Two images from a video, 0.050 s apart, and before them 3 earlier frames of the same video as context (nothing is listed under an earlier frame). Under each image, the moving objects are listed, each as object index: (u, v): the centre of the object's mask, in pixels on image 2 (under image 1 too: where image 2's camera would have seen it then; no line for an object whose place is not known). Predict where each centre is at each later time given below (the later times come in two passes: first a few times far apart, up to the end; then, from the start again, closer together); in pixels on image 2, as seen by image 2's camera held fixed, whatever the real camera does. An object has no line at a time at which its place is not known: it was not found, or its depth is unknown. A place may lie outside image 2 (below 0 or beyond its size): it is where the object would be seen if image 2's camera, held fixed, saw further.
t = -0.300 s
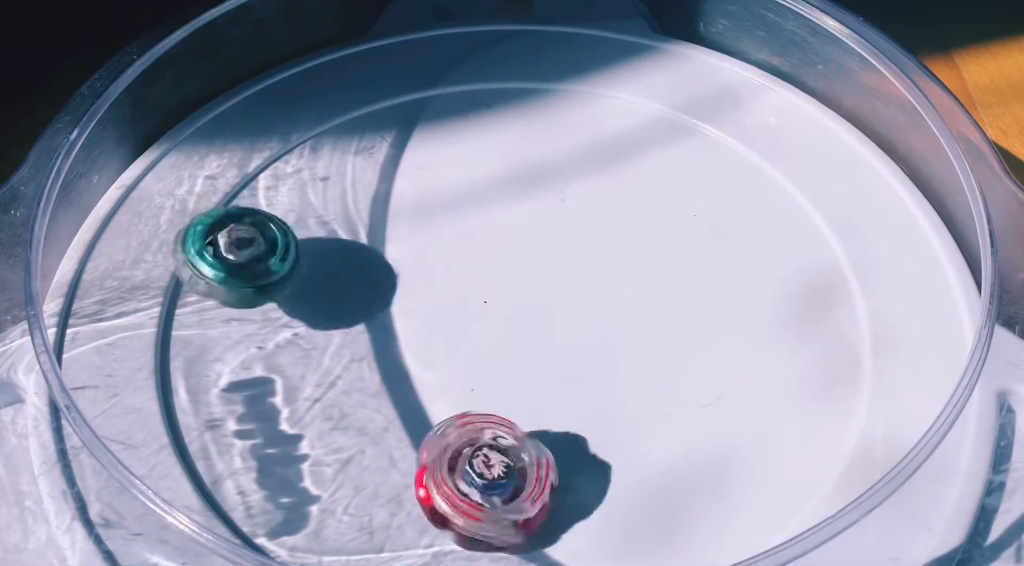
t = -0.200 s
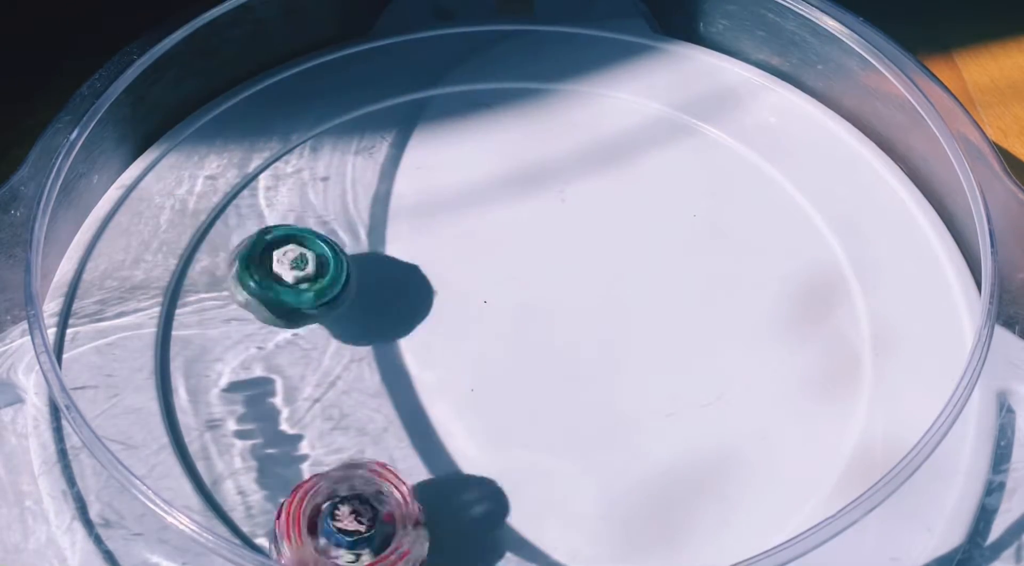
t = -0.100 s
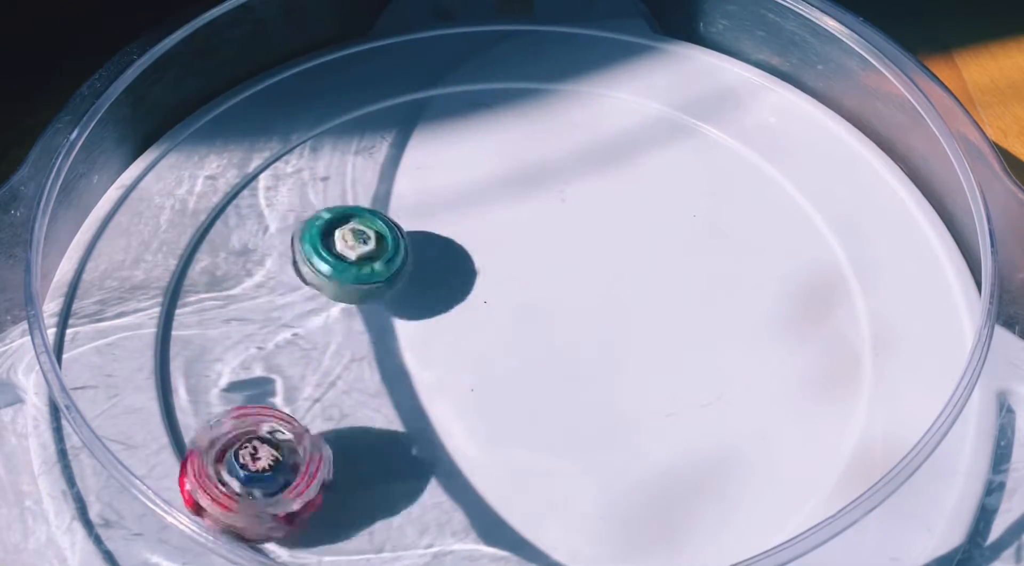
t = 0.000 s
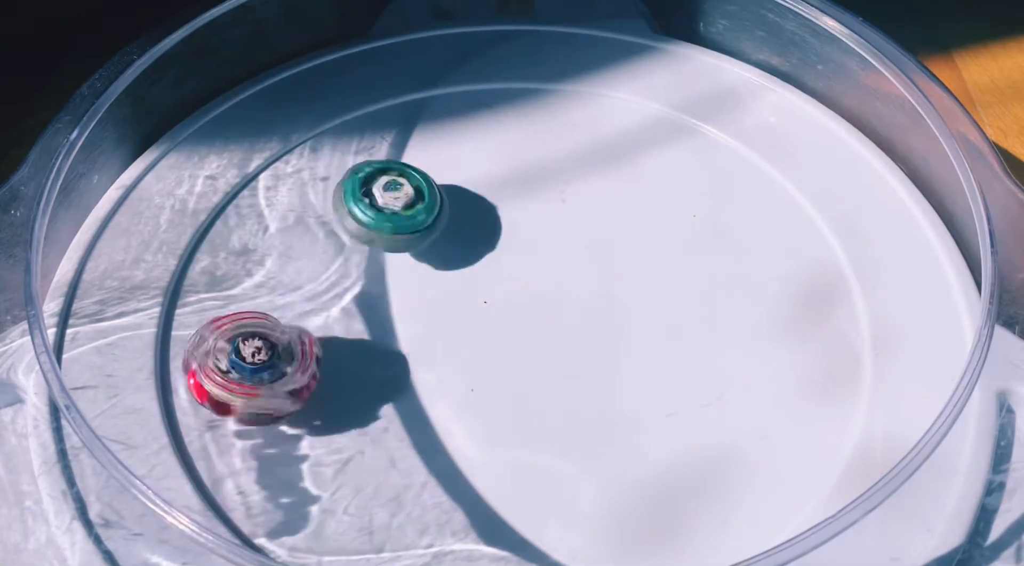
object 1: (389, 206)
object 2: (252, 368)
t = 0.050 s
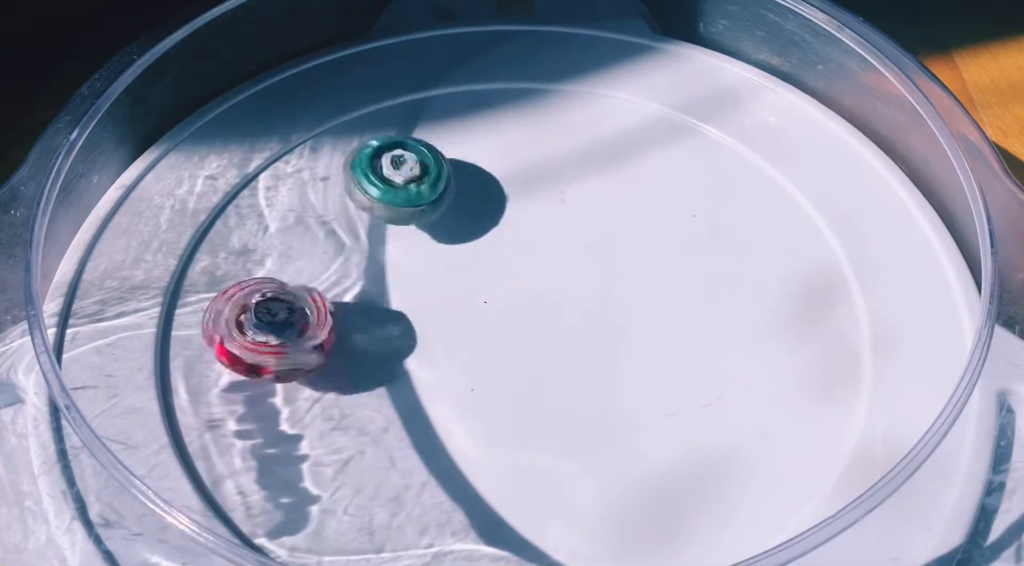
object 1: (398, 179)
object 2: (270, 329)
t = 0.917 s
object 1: (605, 110)
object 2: (373, 346)
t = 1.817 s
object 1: (765, 153)
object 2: (460, 299)
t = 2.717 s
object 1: (684, 427)
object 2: (522, 172)
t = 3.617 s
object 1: (592, 500)
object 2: (524, 199)
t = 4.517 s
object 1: (311, 481)
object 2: (542, 232)
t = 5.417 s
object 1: (439, 252)
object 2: (580, 254)
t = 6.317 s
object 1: (320, 227)
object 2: (583, 186)
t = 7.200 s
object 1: (545, 129)
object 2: (365, 164)
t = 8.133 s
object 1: (726, 201)
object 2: (201, 372)
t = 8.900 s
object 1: (796, 384)
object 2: (633, 514)
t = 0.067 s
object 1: (399, 171)
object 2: (283, 320)
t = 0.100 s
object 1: (397, 155)
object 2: (312, 304)
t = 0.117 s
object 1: (395, 147)
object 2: (332, 299)
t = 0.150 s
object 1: (387, 133)
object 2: (373, 295)
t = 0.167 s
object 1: (382, 126)
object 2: (394, 294)
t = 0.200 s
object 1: (372, 115)
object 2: (438, 298)
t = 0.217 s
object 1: (364, 109)
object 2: (457, 301)
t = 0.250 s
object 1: (348, 102)
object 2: (498, 312)
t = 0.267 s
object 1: (342, 101)
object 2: (517, 319)
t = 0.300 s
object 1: (335, 116)
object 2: (553, 335)
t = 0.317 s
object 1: (332, 120)
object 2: (570, 346)
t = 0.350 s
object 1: (328, 135)
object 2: (598, 367)
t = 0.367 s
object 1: (326, 142)
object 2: (611, 381)
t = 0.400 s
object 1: (326, 157)
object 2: (629, 409)
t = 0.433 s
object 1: (331, 169)
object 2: (640, 442)
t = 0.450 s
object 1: (335, 176)
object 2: (643, 458)
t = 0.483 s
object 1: (346, 188)
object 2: (639, 493)
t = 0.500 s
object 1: (355, 194)
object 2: (632, 508)
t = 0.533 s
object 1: (378, 203)
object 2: (611, 525)
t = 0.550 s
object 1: (390, 208)
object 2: (595, 532)
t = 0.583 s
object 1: (419, 212)
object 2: (561, 542)
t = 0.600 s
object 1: (432, 213)
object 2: (545, 547)
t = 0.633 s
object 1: (464, 211)
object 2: (495, 549)
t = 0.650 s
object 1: (478, 210)
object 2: (472, 548)
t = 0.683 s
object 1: (506, 203)
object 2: (421, 543)
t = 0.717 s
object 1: (532, 194)
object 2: (372, 534)
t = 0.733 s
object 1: (545, 189)
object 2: (351, 529)
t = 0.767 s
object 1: (565, 176)
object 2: (321, 508)
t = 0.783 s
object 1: (574, 169)
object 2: (311, 491)
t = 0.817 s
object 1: (589, 154)
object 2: (309, 449)
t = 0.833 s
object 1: (595, 147)
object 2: (313, 428)
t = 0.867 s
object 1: (602, 131)
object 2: (331, 392)
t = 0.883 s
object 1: (605, 124)
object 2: (344, 375)
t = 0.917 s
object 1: (605, 110)
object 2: (373, 346)
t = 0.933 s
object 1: (603, 103)
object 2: (391, 333)
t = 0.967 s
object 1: (599, 89)
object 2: (425, 310)
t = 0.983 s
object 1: (595, 82)
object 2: (445, 301)
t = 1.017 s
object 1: (583, 73)
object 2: (484, 285)
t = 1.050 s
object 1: (566, 74)
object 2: (524, 273)
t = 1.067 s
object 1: (558, 75)
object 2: (544, 269)
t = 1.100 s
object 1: (542, 76)
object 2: (583, 265)
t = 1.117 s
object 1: (534, 76)
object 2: (604, 264)
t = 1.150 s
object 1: (518, 77)
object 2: (644, 265)
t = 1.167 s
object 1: (511, 79)
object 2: (664, 268)
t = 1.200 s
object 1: (495, 84)
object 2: (703, 275)
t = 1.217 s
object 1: (490, 88)
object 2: (723, 282)
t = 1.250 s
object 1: (481, 99)
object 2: (758, 296)
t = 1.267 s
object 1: (477, 107)
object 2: (775, 307)
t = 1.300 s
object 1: (470, 126)
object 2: (805, 326)
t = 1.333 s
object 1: (471, 149)
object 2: (829, 352)
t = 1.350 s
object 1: (474, 161)
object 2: (840, 368)
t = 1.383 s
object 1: (485, 183)
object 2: (854, 400)
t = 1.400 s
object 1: (493, 194)
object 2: (846, 414)
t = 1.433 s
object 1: (514, 213)
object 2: (812, 443)
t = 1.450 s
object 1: (526, 222)
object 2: (793, 456)
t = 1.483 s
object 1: (554, 237)
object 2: (755, 483)
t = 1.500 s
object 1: (569, 243)
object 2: (734, 493)
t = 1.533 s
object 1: (603, 252)
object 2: (684, 507)
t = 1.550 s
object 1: (620, 255)
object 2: (659, 509)
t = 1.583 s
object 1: (655, 256)
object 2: (604, 505)
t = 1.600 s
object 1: (673, 254)
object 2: (578, 502)
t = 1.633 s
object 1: (707, 248)
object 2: (533, 480)
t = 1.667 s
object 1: (734, 235)
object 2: (499, 450)
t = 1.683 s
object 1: (748, 227)
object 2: (485, 433)
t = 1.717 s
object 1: (766, 209)
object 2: (465, 399)
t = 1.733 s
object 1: (775, 199)
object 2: (459, 381)
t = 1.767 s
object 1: (785, 177)
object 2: (453, 346)
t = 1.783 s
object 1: (785, 165)
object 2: (454, 331)
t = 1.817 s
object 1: (765, 153)
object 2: (460, 299)
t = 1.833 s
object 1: (753, 154)
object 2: (464, 284)
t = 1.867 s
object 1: (732, 145)
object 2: (480, 256)
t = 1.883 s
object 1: (722, 142)
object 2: (490, 241)
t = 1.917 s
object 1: (703, 138)
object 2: (510, 218)
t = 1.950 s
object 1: (686, 134)
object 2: (533, 197)
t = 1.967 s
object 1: (678, 133)
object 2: (546, 189)
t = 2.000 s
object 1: (690, 125)
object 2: (542, 181)
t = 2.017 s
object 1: (720, 111)
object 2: (509, 189)
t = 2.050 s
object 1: (760, 93)
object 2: (449, 199)
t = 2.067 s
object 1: (778, 91)
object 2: (421, 203)
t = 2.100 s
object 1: (813, 108)
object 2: (370, 211)
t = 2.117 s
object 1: (819, 122)
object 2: (348, 216)
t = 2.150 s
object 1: (821, 128)
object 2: (308, 223)
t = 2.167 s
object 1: (819, 139)
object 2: (290, 226)
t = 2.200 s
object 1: (814, 164)
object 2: (263, 231)
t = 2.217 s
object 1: (812, 168)
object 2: (254, 234)
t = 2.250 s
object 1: (801, 195)
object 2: (243, 239)
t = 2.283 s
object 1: (786, 212)
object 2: (242, 244)
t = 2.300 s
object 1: (775, 223)
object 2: (243, 243)
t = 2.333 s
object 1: (752, 245)
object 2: (254, 245)
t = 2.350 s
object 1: (740, 257)
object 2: (261, 245)
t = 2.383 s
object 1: (715, 275)
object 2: (279, 244)
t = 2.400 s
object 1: (704, 283)
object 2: (290, 243)
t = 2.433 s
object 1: (683, 299)
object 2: (313, 237)
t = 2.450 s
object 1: (673, 307)
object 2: (326, 235)
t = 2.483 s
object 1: (658, 324)
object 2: (350, 229)
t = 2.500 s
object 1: (653, 331)
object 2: (363, 225)
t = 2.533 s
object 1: (644, 346)
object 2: (387, 216)
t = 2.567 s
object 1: (640, 361)
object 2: (409, 207)
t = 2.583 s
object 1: (640, 369)
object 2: (420, 200)
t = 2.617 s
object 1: (643, 384)
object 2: (441, 188)
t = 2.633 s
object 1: (647, 392)
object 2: (452, 182)
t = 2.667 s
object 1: (657, 407)
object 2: (478, 173)
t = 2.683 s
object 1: (664, 414)
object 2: (493, 171)
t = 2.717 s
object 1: (684, 427)
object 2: (522, 172)
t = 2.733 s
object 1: (695, 432)
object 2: (536, 175)
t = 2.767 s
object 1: (723, 442)
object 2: (562, 188)
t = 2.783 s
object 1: (738, 445)
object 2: (575, 199)
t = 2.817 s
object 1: (771, 448)
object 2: (594, 221)
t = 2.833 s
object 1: (790, 448)
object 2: (600, 233)
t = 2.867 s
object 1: (822, 440)
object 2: (606, 259)
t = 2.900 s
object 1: (835, 418)
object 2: (604, 286)
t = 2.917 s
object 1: (836, 414)
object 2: (599, 300)
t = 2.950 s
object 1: (836, 397)
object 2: (585, 326)
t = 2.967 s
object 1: (835, 390)
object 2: (575, 339)
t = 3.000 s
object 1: (834, 373)
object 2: (550, 360)
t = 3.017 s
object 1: (833, 366)
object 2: (534, 369)
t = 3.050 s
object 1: (832, 352)
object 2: (498, 382)
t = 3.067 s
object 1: (831, 346)
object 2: (479, 384)
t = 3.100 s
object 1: (831, 338)
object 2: (442, 390)
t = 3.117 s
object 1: (828, 334)
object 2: (422, 391)
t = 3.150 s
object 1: (819, 327)
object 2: (383, 385)
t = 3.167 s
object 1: (812, 324)
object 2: (365, 381)
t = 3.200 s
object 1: (794, 319)
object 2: (331, 365)
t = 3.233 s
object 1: (769, 317)
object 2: (304, 343)
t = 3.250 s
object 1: (755, 318)
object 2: (296, 332)
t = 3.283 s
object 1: (728, 323)
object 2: (280, 304)
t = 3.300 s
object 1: (715, 326)
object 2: (279, 291)
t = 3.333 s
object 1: (689, 336)
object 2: (280, 262)
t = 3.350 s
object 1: (676, 342)
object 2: (285, 249)
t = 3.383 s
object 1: (652, 356)
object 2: (300, 225)
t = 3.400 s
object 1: (642, 363)
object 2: (309, 213)
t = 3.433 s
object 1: (622, 380)
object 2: (336, 196)
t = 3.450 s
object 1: (613, 390)
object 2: (351, 189)
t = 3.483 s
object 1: (598, 410)
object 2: (384, 179)
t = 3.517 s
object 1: (589, 432)
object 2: (420, 175)
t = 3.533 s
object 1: (585, 443)
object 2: (438, 176)
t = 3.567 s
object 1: (582, 466)
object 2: (473, 180)
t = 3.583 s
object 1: (585, 477)
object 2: (492, 185)
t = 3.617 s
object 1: (592, 500)
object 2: (524, 199)
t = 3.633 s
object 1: (599, 508)
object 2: (539, 206)
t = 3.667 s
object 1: (614, 518)
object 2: (568, 227)
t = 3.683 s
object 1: (623, 522)
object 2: (581, 237)
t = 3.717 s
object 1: (644, 528)
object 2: (603, 262)
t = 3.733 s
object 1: (655, 529)
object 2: (612, 276)
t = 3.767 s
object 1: (675, 531)
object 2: (626, 305)
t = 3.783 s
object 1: (682, 528)
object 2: (631, 321)
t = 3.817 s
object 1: (695, 522)
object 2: (635, 352)
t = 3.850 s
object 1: (705, 515)
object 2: (633, 383)
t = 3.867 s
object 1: (709, 510)
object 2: (630, 401)
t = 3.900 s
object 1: (721, 500)
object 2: (612, 427)
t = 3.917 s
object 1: (738, 495)
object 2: (596, 433)
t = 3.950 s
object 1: (761, 491)
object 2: (554, 440)
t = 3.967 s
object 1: (770, 486)
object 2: (534, 444)
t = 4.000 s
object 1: (777, 474)
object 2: (494, 450)
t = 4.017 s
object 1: (776, 465)
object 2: (474, 453)
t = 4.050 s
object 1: (764, 442)
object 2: (432, 457)
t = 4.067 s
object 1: (755, 431)
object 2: (412, 454)
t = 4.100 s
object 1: (729, 409)
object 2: (373, 446)
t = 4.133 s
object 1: (699, 392)
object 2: (340, 428)
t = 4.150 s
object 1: (683, 384)
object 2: (327, 416)
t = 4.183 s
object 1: (647, 373)
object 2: (308, 390)
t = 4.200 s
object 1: (629, 369)
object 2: (304, 375)
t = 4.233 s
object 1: (590, 365)
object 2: (302, 344)
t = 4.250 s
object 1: (571, 364)
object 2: (307, 331)
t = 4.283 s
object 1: (533, 366)
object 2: (319, 302)
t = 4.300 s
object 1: (513, 367)
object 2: (330, 290)
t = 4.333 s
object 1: (474, 374)
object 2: (354, 268)
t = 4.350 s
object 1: (454, 379)
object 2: (370, 259)
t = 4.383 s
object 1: (418, 392)
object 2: (401, 244)
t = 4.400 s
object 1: (400, 398)
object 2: (419, 239)
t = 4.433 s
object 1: (367, 417)
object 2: (451, 230)
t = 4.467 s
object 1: (340, 439)
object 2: (489, 227)
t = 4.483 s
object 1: (329, 453)
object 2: (506, 228)
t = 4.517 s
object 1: (311, 481)
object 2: (542, 232)
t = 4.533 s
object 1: (307, 496)
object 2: (560, 237)
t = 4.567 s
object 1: (308, 515)
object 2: (592, 247)
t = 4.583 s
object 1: (309, 521)
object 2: (607, 254)
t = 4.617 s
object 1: (336, 525)
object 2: (637, 271)
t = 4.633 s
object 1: (352, 528)
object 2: (649, 282)
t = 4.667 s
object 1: (384, 529)
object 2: (671, 304)
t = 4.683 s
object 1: (402, 531)
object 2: (681, 316)
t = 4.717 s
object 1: (431, 530)
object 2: (696, 344)
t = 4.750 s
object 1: (461, 528)
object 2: (703, 375)
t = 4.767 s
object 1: (475, 525)
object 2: (704, 390)
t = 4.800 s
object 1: (494, 518)
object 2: (699, 422)
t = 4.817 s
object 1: (503, 513)
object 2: (693, 436)
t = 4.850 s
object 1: (513, 494)
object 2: (673, 466)
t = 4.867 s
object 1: (493, 481)
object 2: (682, 475)
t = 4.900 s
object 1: (368, 451)
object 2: (791, 472)
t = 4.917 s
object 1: (316, 432)
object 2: (827, 458)
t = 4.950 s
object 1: (221, 393)
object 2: (847, 415)
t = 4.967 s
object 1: (181, 375)
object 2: (854, 402)
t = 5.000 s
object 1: (141, 322)
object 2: (856, 376)
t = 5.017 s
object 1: (129, 299)
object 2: (851, 356)
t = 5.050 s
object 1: (114, 271)
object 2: (839, 331)
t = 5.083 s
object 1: (104, 246)
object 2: (820, 304)
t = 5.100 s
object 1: (107, 233)
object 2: (811, 297)
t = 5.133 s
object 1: (132, 227)
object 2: (786, 276)
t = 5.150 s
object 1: (146, 227)
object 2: (771, 270)
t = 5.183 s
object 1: (171, 215)
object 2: (743, 258)
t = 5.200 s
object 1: (187, 217)
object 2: (729, 253)
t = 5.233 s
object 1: (219, 216)
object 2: (700, 248)
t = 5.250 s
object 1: (236, 215)
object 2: (686, 245)
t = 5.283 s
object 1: (275, 224)
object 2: (658, 243)
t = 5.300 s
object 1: (296, 222)
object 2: (647, 244)
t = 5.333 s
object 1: (337, 234)
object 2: (625, 245)
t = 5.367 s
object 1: (378, 238)
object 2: (605, 248)
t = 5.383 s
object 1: (399, 245)
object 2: (597, 249)
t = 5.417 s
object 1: (439, 252)
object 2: (580, 254)
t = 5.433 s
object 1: (457, 254)
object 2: (574, 258)
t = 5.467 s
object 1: (441, 256)
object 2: (615, 257)
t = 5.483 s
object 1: (431, 256)
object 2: (633, 257)
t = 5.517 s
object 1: (413, 256)
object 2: (671, 255)
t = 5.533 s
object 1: (403, 257)
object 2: (689, 255)
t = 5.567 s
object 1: (382, 254)
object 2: (723, 255)
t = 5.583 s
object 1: (371, 253)
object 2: (738, 256)
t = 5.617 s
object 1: (349, 248)
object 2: (768, 261)
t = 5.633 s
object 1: (339, 249)
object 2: (782, 264)
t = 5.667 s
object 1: (318, 245)
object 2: (812, 275)
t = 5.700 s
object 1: (297, 239)
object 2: (839, 287)
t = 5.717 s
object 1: (287, 235)
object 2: (850, 293)
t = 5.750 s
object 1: (264, 230)
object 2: (855, 314)
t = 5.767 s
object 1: (253, 228)
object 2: (844, 325)
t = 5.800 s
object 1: (231, 224)
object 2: (820, 348)
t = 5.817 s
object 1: (221, 223)
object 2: (809, 360)
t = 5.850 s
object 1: (198, 222)
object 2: (785, 380)
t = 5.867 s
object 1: (194, 223)
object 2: (772, 389)
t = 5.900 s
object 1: (195, 235)
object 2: (746, 406)
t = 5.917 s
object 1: (196, 239)
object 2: (730, 410)
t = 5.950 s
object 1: (200, 252)
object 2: (693, 413)
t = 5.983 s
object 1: (206, 264)
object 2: (657, 408)
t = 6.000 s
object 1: (210, 269)
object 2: (638, 401)
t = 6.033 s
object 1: (220, 276)
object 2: (605, 381)
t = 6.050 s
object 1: (225, 278)
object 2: (591, 371)
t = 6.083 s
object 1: (237, 281)
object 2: (569, 346)
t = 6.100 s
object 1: (242, 281)
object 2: (560, 332)
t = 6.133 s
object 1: (254, 278)
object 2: (548, 306)
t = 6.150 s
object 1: (260, 275)
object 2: (544, 292)
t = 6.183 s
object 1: (274, 268)
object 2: (544, 267)
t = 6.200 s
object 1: (281, 264)
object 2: (545, 254)
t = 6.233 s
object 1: (294, 255)
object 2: (551, 232)
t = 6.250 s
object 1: (301, 250)
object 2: (556, 222)
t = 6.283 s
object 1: (311, 239)
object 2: (569, 202)
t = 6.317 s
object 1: (320, 227)
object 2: (583, 186)
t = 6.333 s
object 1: (325, 221)
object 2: (592, 178)
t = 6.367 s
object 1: (332, 209)
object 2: (614, 165)
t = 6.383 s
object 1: (336, 204)
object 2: (624, 159)
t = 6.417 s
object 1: (342, 194)
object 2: (648, 152)
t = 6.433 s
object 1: (344, 189)
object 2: (660, 150)
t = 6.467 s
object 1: (347, 180)
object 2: (687, 150)
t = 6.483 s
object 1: (349, 176)
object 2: (700, 151)
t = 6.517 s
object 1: (351, 169)
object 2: (725, 161)
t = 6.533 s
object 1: (352, 165)
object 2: (737, 168)
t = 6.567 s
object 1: (350, 160)
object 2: (754, 186)
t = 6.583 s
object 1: (350, 157)
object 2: (759, 198)
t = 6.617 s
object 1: (348, 153)
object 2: (761, 226)
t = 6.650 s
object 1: (345, 150)
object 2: (751, 255)
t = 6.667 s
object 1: (344, 150)
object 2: (743, 268)
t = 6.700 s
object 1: (341, 151)
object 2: (718, 293)
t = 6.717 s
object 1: (341, 152)
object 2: (701, 304)
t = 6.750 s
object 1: (341, 156)
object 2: (667, 321)
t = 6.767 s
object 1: (343, 159)
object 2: (648, 327)
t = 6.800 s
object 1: (352, 167)
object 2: (609, 334)
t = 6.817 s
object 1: (359, 170)
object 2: (589, 335)
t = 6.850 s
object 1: (377, 177)
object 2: (553, 337)
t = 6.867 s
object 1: (386, 180)
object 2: (534, 334)
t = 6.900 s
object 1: (403, 183)
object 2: (499, 325)
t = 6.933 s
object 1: (425, 185)
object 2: (467, 313)
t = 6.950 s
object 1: (435, 185)
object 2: (454, 308)
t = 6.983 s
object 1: (455, 183)
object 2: (428, 292)
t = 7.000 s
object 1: (466, 181)
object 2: (416, 284)
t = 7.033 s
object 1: (486, 177)
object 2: (396, 265)
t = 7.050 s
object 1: (494, 174)
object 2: (388, 255)
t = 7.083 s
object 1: (511, 165)
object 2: (374, 236)
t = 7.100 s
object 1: (518, 161)
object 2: (370, 225)
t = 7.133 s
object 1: (530, 151)
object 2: (364, 206)
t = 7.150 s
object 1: (534, 146)
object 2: (362, 194)
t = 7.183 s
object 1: (543, 135)
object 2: (364, 174)
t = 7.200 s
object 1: (545, 129)
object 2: (365, 164)
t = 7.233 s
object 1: (547, 119)
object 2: (375, 146)
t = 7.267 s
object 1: (546, 111)
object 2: (390, 131)
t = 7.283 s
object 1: (544, 108)
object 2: (399, 123)
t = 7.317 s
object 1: (538, 101)
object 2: (419, 110)
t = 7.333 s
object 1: (538, 99)
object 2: (428, 106)
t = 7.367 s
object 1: (573, 96)
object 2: (416, 100)
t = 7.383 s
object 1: (587, 95)
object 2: (414, 97)
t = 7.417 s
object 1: (611, 94)
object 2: (412, 98)
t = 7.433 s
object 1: (619, 94)
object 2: (414, 98)
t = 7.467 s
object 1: (633, 95)
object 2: (426, 102)
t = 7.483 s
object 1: (638, 95)
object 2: (433, 105)
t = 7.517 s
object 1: (645, 95)
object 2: (454, 118)
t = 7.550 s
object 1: (651, 96)
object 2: (473, 133)
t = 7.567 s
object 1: (653, 95)
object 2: (483, 144)
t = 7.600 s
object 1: (657, 95)
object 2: (496, 167)
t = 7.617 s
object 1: (657, 97)
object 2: (501, 178)
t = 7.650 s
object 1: (658, 101)
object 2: (507, 205)
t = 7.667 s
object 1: (659, 103)
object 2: (507, 219)
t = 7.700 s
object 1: (660, 107)
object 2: (505, 248)
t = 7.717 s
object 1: (659, 108)
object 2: (501, 262)
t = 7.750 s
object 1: (660, 113)
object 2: (491, 289)
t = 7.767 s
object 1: (660, 115)
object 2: (483, 301)
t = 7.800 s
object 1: (663, 121)
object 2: (466, 324)
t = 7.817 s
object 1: (665, 124)
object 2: (456, 334)
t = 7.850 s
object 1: (669, 131)
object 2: (435, 354)
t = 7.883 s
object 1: (674, 137)
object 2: (409, 370)
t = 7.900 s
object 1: (677, 141)
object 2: (397, 377)
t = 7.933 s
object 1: (684, 148)
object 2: (368, 389)
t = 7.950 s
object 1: (688, 152)
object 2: (353, 394)
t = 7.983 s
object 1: (694, 159)
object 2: (323, 400)
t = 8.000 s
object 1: (696, 163)
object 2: (308, 400)
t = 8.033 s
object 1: (702, 172)
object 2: (278, 400)
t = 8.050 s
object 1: (706, 177)
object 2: (263, 398)
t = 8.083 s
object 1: (712, 186)
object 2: (235, 392)
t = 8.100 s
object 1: (718, 191)
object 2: (222, 386)
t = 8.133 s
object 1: (726, 201)
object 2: (201, 372)
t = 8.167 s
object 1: (735, 210)
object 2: (182, 354)
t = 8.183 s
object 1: (740, 215)
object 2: (177, 344)
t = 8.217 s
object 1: (749, 223)
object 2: (173, 320)
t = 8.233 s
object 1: (755, 229)
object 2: (176, 308)
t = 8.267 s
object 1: (765, 237)
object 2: (192, 285)
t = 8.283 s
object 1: (770, 241)
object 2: (205, 276)
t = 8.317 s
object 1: (777, 249)
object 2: (236, 261)
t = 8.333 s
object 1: (782, 253)
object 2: (252, 257)
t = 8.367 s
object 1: (789, 261)
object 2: (290, 252)
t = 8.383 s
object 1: (792, 265)
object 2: (310, 252)
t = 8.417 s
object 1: (798, 272)
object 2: (348, 253)
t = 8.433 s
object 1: (801, 275)
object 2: (368, 256)
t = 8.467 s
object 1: (806, 282)
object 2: (404, 264)
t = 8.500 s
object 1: (810, 288)
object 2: (438, 275)
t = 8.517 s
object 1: (814, 293)
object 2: (454, 282)
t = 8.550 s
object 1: (817, 300)
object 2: (484, 295)
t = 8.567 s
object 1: (818, 303)
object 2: (500, 305)
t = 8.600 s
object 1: (821, 310)
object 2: (528, 323)
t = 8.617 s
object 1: (820, 314)
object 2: (541, 332)
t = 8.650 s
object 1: (821, 320)
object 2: (564, 350)
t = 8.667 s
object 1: (820, 324)
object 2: (574, 360)
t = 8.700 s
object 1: (820, 332)
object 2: (593, 381)
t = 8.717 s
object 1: (820, 335)
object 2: (601, 391)
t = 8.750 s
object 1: (817, 343)
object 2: (617, 413)
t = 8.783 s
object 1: (814, 351)
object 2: (629, 436)
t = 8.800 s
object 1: (812, 356)
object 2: (634, 449)
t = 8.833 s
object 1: (808, 365)
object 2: (639, 473)
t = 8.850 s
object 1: (805, 369)
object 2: (641, 485)
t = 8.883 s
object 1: (800, 378)
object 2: (637, 507)
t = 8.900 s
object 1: (796, 384)
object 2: (633, 514)
